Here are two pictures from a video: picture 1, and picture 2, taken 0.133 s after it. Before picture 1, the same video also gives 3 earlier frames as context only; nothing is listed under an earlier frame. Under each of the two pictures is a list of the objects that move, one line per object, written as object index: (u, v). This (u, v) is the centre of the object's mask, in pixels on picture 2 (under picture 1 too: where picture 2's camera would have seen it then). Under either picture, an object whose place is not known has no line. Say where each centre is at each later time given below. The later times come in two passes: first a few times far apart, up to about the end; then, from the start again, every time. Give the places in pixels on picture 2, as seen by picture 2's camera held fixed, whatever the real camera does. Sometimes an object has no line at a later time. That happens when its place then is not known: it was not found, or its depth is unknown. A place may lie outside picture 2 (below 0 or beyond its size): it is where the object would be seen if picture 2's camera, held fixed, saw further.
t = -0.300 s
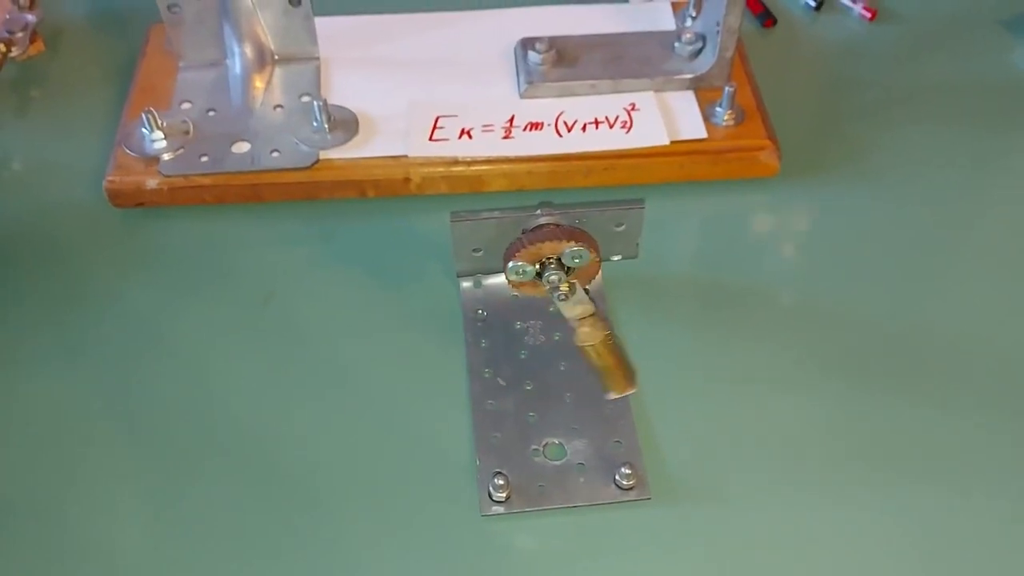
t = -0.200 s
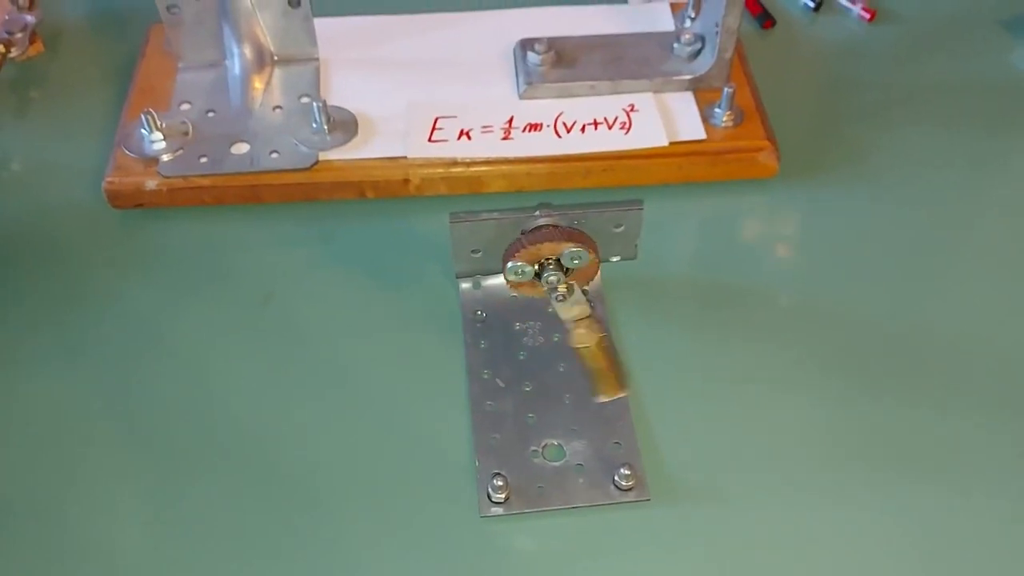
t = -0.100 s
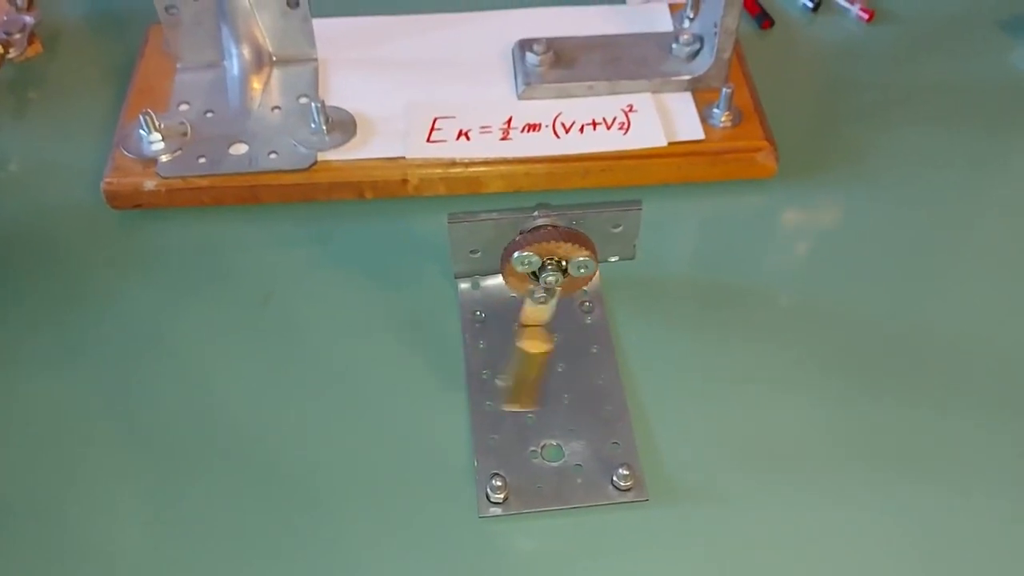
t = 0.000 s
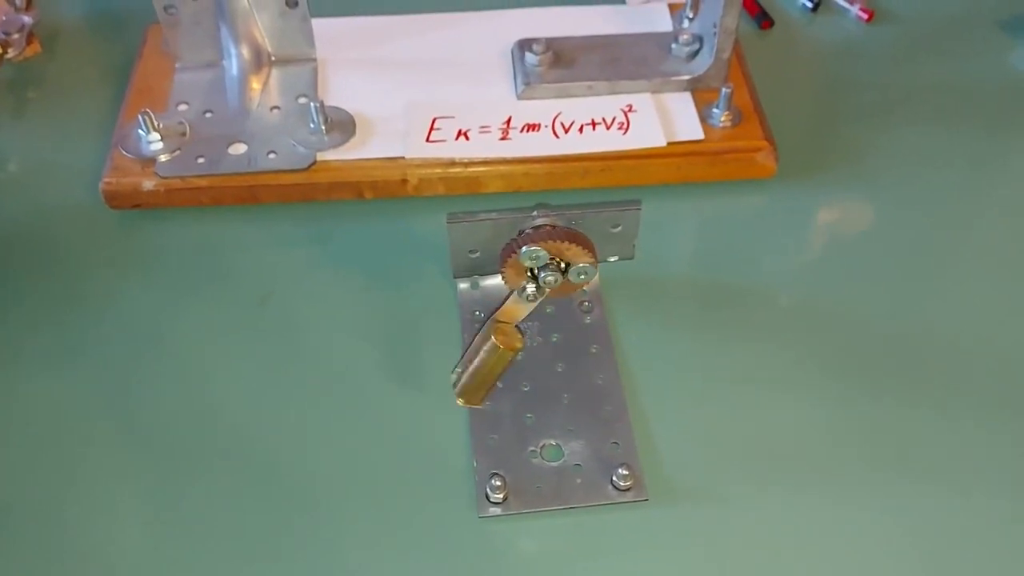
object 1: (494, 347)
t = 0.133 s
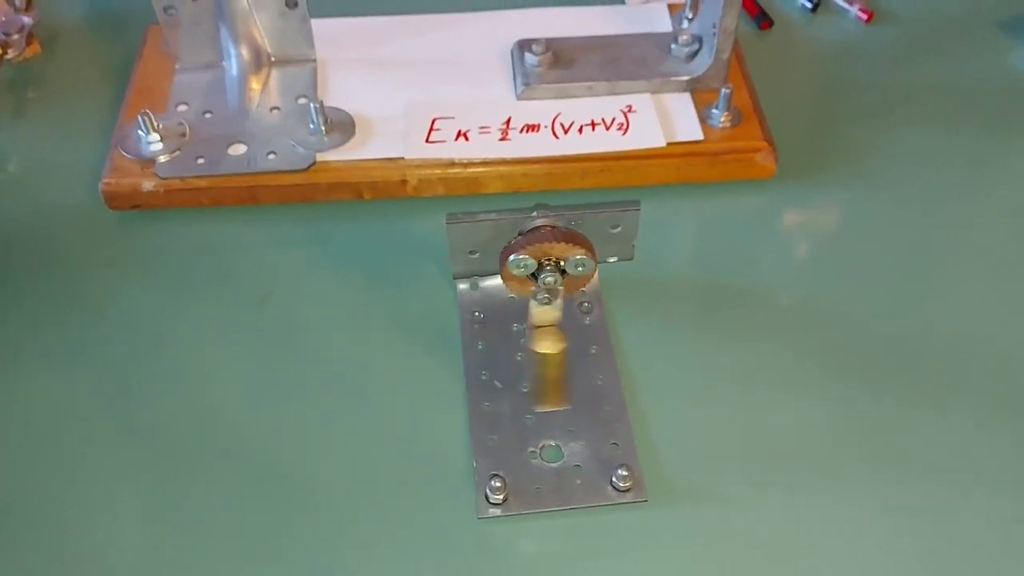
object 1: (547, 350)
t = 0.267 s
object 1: (596, 339)
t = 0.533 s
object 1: (496, 349)
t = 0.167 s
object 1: (568, 348)
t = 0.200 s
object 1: (585, 343)
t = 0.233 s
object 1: (594, 340)
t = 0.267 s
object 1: (596, 339)
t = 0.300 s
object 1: (592, 340)
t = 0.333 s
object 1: (579, 344)
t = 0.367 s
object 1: (559, 348)
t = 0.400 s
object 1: (538, 353)
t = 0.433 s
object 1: (519, 352)
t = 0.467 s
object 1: (506, 350)
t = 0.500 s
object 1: (496, 349)
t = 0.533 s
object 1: (496, 349)
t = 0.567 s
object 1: (505, 351)
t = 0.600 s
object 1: (520, 352)
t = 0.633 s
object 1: (538, 355)
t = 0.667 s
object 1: (559, 351)
